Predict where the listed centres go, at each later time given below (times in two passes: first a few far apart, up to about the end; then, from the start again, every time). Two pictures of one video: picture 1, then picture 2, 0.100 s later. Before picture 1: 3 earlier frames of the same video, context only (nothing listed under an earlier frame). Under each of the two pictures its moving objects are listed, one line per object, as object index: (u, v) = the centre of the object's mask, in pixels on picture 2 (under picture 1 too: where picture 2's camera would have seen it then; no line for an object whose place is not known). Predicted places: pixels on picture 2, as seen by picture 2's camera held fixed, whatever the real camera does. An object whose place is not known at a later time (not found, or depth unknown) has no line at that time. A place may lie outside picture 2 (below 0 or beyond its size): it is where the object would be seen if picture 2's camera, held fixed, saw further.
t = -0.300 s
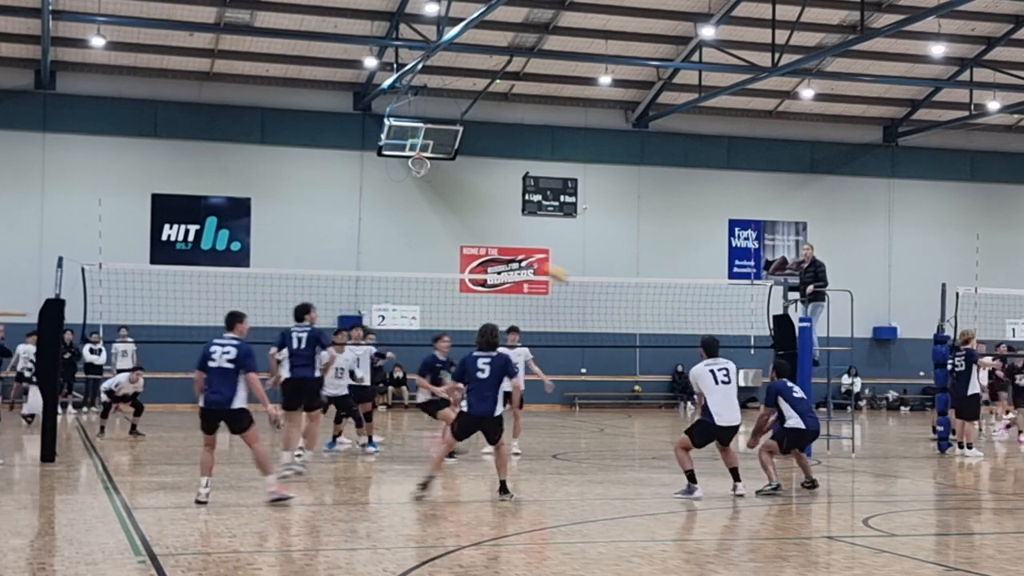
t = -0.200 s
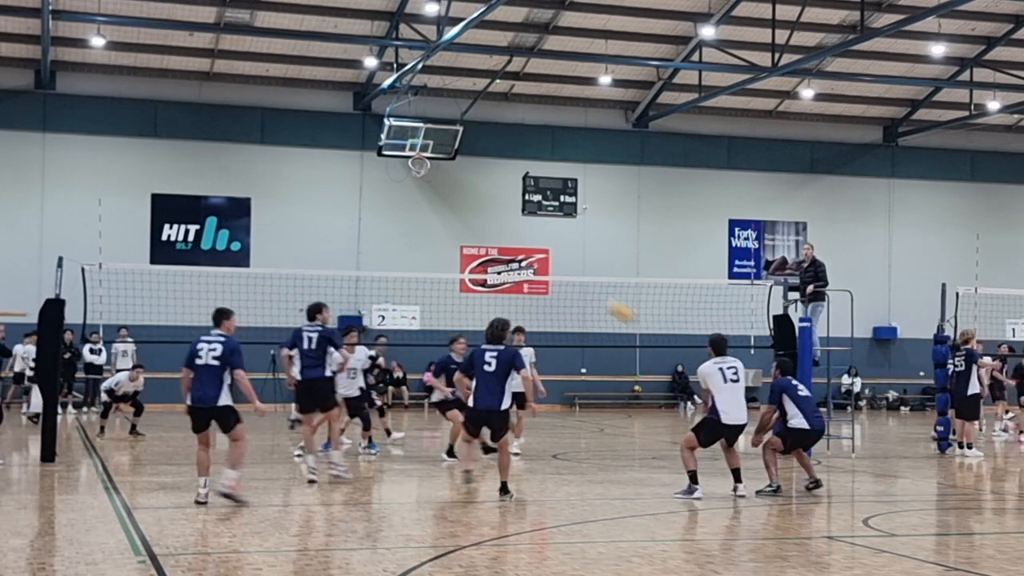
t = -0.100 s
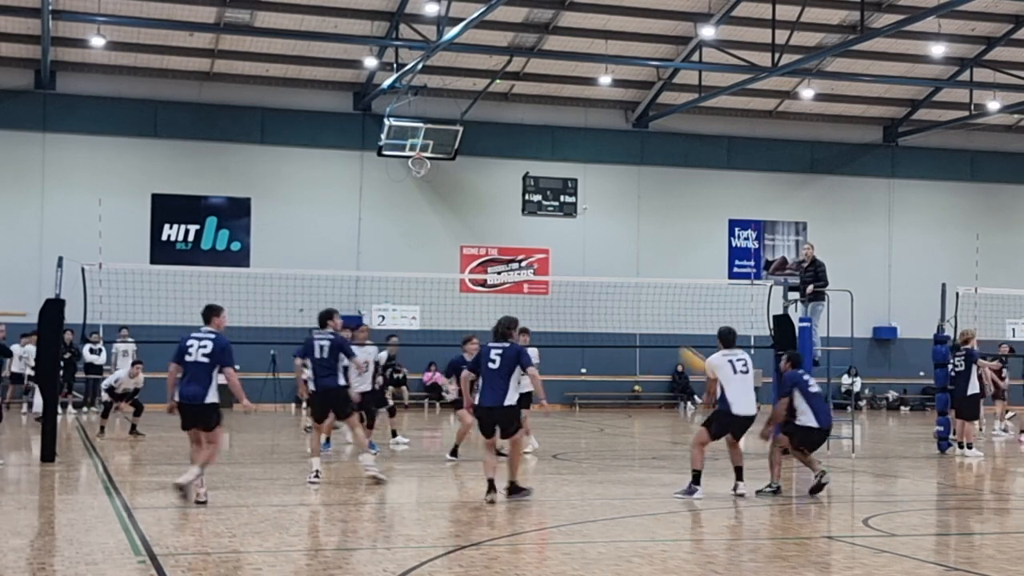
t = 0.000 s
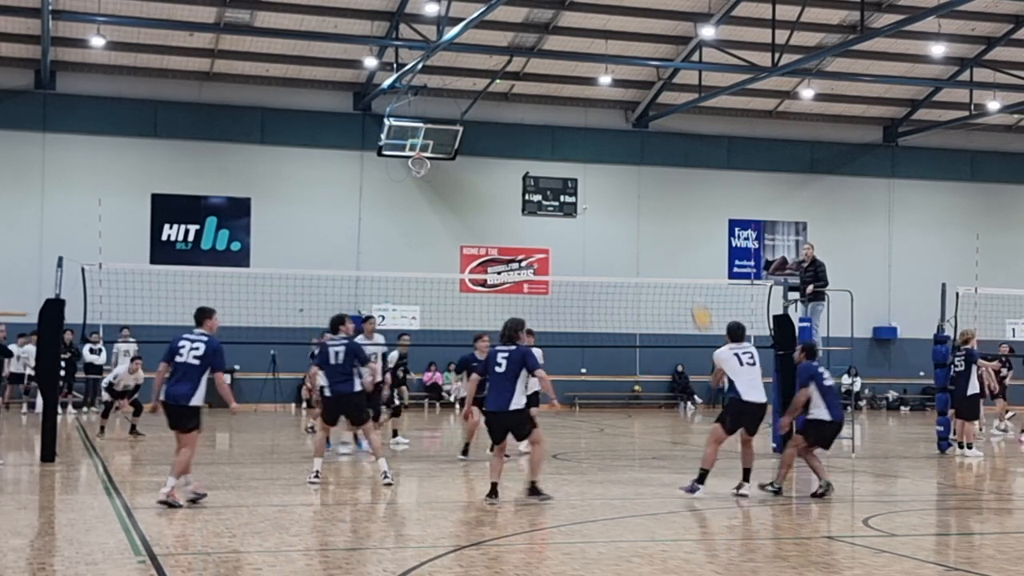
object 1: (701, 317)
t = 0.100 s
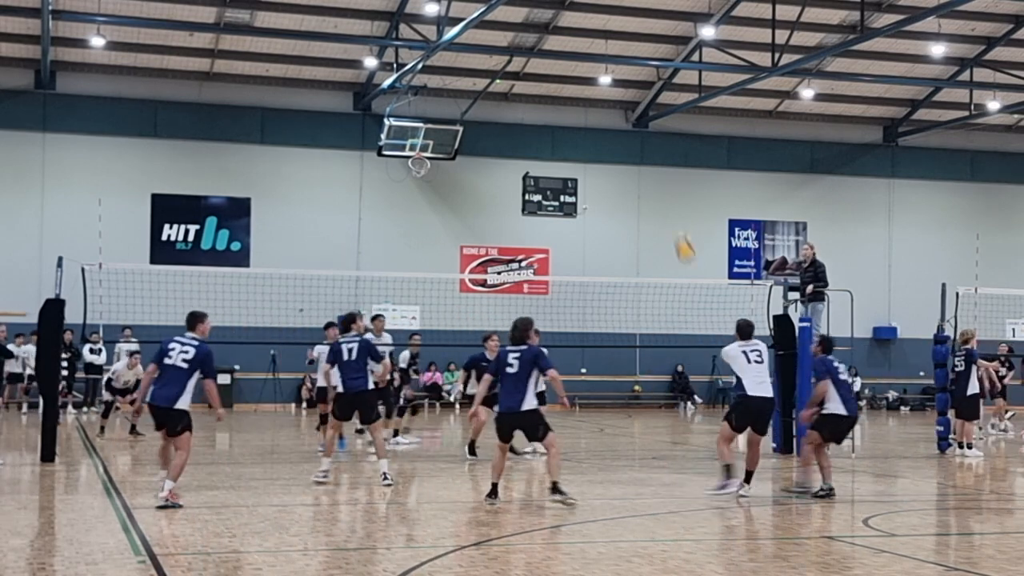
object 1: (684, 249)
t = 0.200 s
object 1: (669, 191)
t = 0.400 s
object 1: (642, 109)
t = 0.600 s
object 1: (617, 63)
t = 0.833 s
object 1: (591, 53)
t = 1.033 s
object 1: (569, 78)
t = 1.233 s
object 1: (546, 135)
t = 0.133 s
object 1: (679, 227)
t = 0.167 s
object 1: (674, 208)
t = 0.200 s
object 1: (669, 191)
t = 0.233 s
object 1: (665, 174)
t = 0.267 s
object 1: (659, 158)
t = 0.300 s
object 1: (655, 145)
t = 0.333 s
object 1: (651, 132)
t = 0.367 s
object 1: (646, 120)
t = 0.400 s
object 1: (642, 109)
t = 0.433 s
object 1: (637, 98)
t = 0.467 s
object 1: (634, 90)
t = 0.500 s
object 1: (630, 81)
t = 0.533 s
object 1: (625, 75)
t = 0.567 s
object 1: (621, 67)
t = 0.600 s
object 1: (617, 63)
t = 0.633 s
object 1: (614, 59)
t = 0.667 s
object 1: (610, 56)
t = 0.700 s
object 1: (605, 54)
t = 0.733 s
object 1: (602, 52)
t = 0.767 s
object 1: (598, 52)
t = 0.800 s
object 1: (594, 52)
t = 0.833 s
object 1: (591, 53)
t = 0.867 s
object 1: (586, 55)
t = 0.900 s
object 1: (583, 57)
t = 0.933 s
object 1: (579, 62)
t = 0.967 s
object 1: (575, 67)
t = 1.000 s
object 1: (573, 73)
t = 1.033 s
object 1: (569, 78)
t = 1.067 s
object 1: (565, 87)
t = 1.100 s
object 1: (561, 95)
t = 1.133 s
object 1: (558, 103)
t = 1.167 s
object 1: (554, 113)
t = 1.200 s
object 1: (551, 124)
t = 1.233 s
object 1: (546, 135)
